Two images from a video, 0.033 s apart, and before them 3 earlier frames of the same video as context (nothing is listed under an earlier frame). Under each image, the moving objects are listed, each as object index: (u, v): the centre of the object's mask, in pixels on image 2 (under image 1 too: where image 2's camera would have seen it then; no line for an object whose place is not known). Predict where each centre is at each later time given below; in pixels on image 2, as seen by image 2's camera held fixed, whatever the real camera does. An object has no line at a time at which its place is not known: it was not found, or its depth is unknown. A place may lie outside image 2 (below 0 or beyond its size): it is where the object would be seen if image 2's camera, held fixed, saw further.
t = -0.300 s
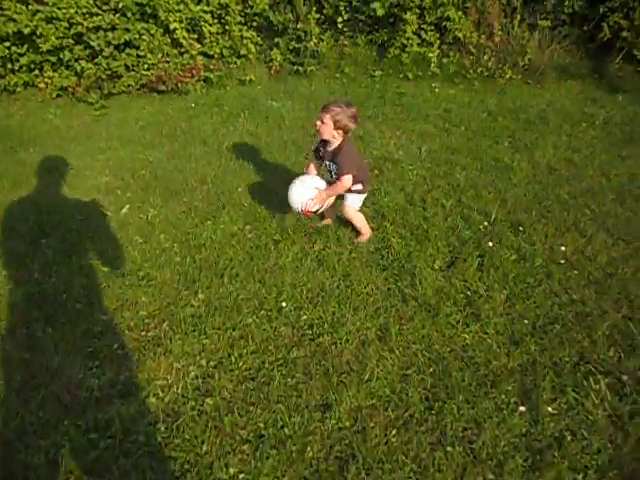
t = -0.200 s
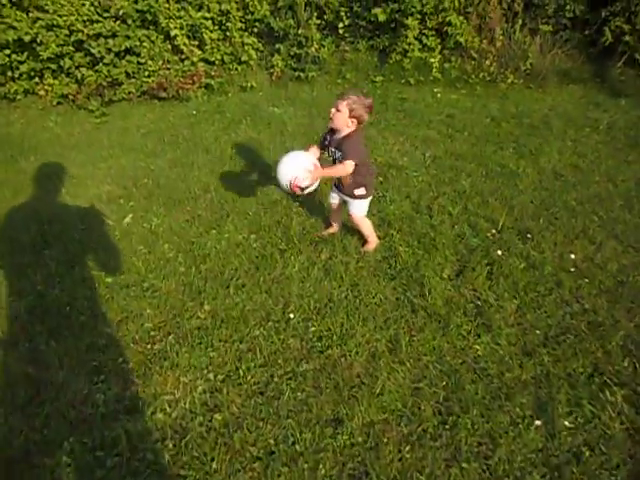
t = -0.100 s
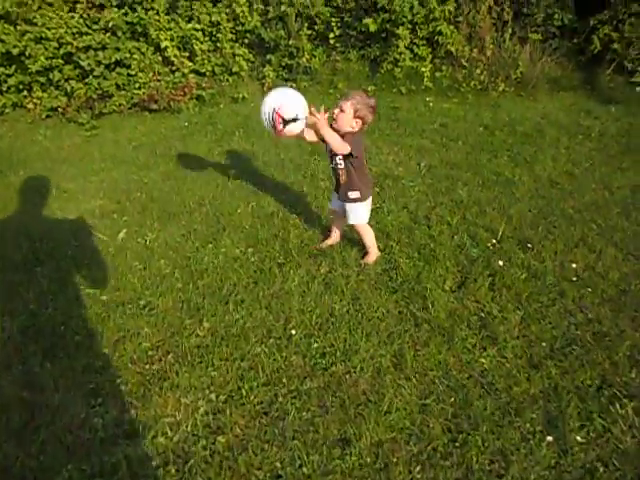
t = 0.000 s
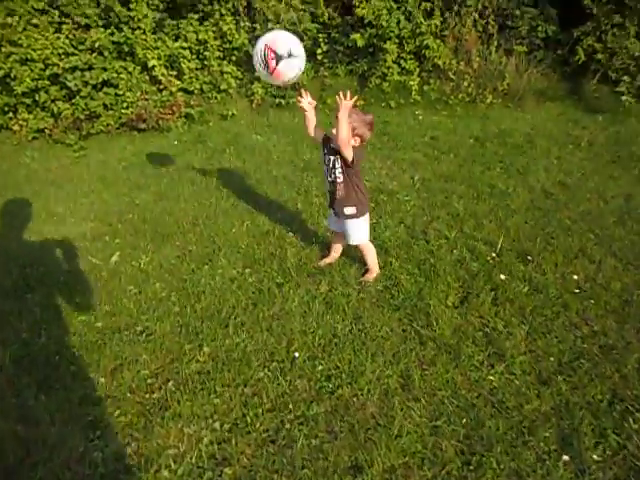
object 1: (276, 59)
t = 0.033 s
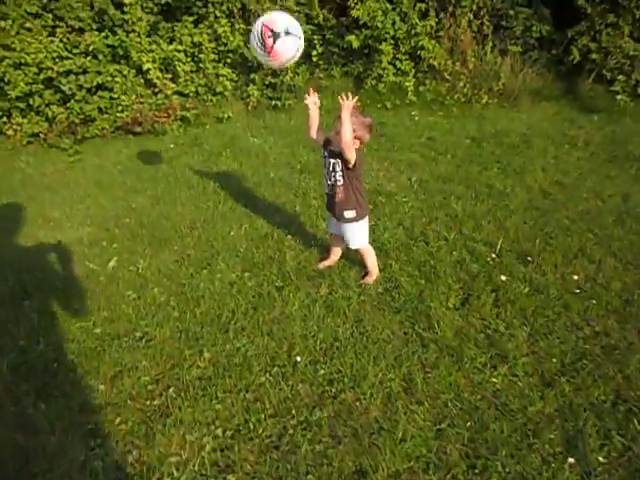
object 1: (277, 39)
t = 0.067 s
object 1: (278, 22)
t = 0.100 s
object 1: (281, 9)
